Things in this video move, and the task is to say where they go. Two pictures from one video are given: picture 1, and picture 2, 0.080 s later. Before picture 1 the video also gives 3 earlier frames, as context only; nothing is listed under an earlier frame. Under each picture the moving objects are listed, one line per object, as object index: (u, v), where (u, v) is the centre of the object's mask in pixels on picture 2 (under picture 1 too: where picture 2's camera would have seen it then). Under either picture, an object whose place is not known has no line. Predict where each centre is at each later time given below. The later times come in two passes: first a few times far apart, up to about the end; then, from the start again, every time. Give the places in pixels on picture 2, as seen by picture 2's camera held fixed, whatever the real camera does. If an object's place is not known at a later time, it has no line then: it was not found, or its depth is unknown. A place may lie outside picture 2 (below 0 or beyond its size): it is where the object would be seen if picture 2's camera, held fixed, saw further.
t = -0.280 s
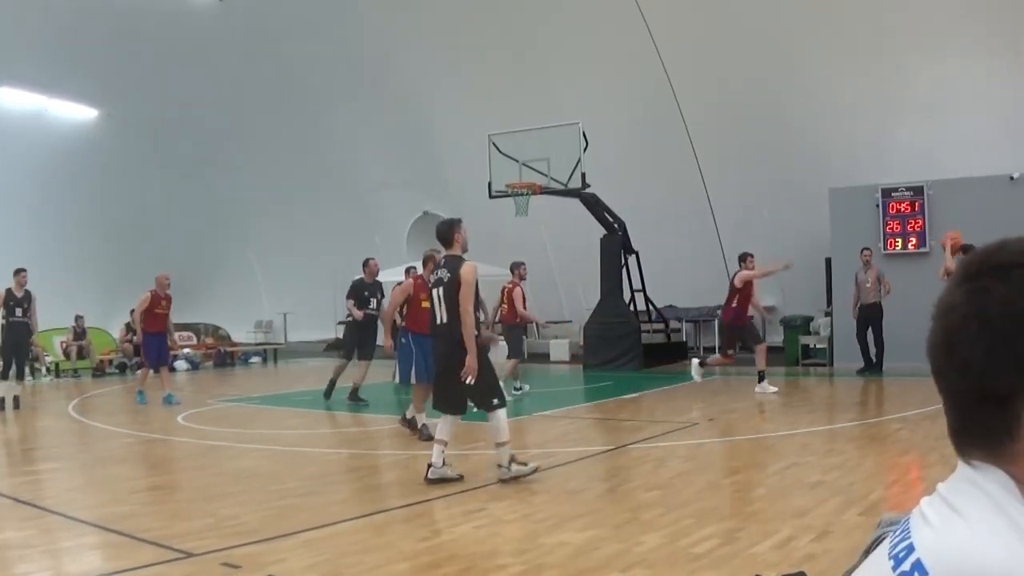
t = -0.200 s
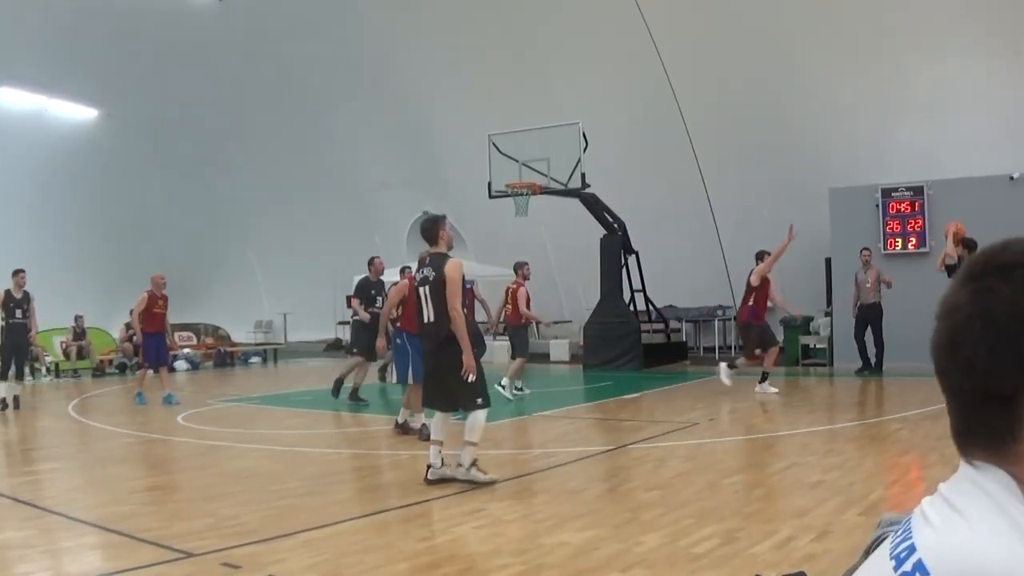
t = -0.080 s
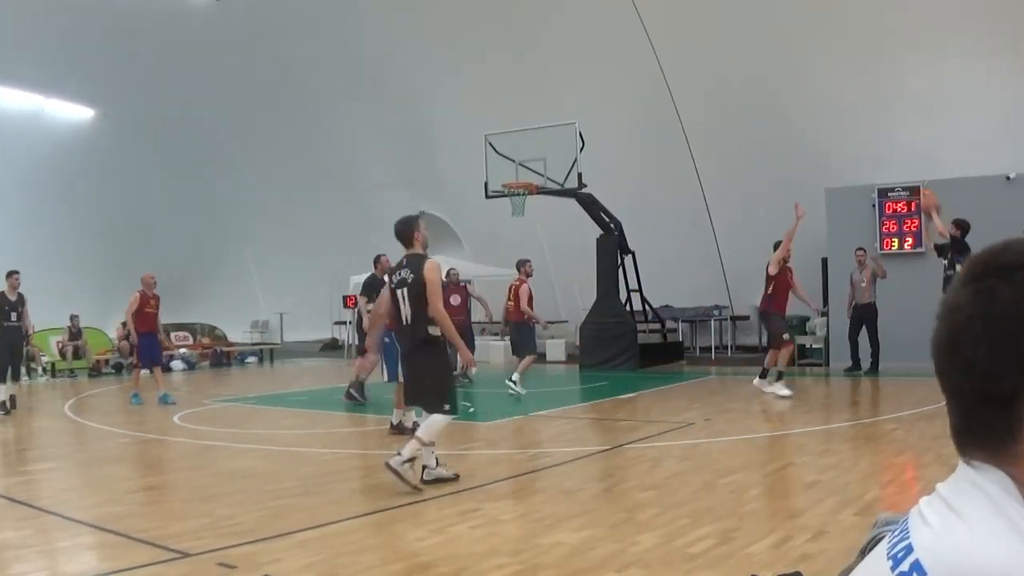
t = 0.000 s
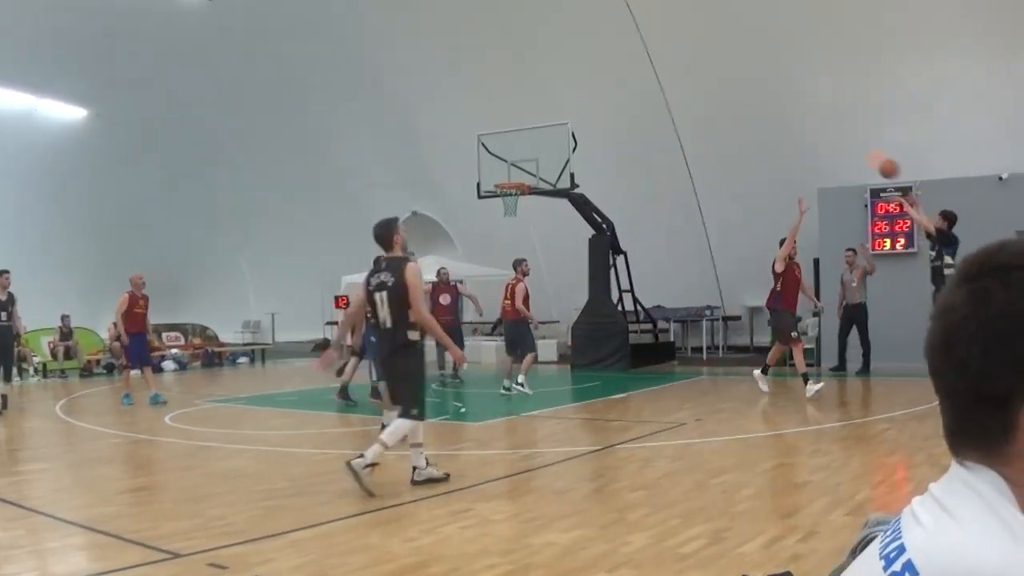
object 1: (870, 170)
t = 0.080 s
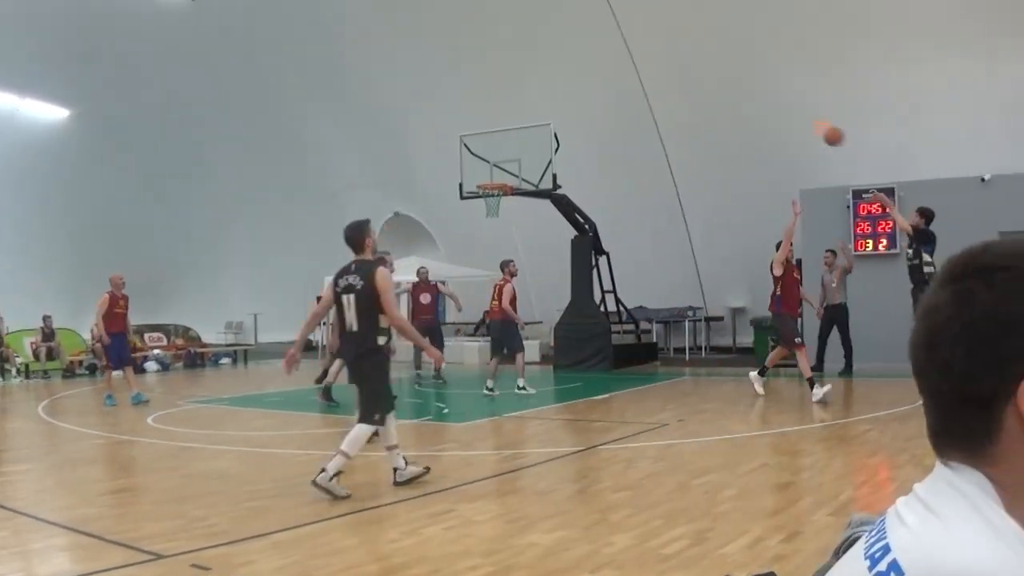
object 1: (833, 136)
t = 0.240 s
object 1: (763, 88)
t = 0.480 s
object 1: (671, 60)
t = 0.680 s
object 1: (606, 71)
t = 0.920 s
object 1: (539, 115)
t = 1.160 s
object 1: (486, 174)
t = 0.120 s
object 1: (813, 121)
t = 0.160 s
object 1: (797, 109)
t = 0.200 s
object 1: (779, 97)
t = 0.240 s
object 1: (763, 88)
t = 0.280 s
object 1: (747, 80)
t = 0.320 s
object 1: (730, 73)
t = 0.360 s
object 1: (715, 68)
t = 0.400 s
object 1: (700, 64)
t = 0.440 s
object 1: (685, 61)
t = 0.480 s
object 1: (671, 60)
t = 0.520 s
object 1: (657, 60)
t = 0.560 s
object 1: (644, 61)
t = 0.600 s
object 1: (630, 63)
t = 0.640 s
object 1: (618, 67)
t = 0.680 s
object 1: (606, 71)
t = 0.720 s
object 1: (594, 76)
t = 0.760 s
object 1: (582, 82)
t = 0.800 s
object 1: (571, 89)
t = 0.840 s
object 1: (560, 97)
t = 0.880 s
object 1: (549, 106)
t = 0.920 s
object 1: (539, 115)
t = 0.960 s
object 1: (528, 126)
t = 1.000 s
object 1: (519, 138)
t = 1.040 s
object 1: (509, 149)
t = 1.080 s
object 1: (500, 162)
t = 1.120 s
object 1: (490, 175)
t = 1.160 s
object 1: (486, 174)
